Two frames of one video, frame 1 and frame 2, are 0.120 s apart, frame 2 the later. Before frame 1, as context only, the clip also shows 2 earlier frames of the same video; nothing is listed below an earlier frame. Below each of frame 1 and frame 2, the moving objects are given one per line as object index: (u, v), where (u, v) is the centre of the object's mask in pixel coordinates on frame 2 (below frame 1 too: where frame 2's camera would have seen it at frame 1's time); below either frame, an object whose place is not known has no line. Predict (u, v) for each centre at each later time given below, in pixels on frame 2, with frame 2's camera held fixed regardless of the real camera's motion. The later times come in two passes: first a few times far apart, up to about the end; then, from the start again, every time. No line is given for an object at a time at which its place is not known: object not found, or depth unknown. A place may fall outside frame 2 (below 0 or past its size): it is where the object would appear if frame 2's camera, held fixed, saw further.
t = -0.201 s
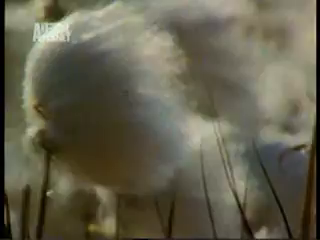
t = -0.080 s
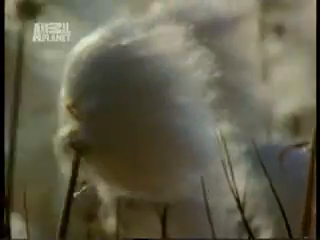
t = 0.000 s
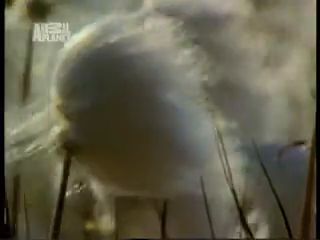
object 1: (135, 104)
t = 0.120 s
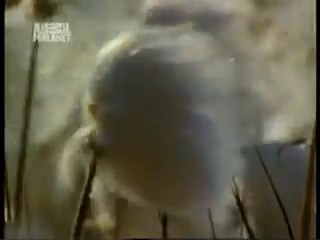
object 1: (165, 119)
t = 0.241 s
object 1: (116, 104)
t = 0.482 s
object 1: (132, 104)
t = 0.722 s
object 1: (126, 104)
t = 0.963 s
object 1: (131, 103)
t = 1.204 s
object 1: (135, 104)
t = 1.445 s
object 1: (129, 102)
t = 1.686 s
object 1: (133, 100)
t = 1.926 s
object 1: (125, 99)
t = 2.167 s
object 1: (127, 99)
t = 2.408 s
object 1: (131, 100)
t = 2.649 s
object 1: (133, 104)
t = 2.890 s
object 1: (150, 113)
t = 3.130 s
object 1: (143, 110)
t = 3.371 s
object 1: (140, 105)
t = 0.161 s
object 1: (149, 107)
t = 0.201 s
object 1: (124, 102)
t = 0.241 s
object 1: (116, 104)
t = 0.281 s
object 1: (132, 103)
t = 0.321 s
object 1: (149, 107)
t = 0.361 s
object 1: (141, 105)
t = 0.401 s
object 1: (130, 102)
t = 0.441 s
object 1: (124, 100)
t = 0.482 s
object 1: (132, 104)
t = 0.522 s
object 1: (143, 105)
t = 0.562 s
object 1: (145, 106)
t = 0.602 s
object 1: (137, 103)
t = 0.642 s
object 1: (127, 102)
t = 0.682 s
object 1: (123, 104)
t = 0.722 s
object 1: (126, 104)
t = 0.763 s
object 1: (130, 103)
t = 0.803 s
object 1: (131, 104)
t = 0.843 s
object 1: (127, 101)
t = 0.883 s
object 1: (123, 100)
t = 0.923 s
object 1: (126, 100)
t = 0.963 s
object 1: (131, 103)
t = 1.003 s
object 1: (134, 102)
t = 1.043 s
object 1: (132, 102)
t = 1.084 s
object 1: (124, 98)
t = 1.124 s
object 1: (119, 98)
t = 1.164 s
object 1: (126, 101)
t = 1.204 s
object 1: (135, 104)
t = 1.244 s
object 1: (135, 104)
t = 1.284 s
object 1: (134, 103)
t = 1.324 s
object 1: (131, 102)
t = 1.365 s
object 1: (131, 102)
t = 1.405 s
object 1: (130, 102)
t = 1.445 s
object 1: (129, 102)
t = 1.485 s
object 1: (130, 103)
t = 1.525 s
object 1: (133, 105)
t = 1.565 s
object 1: (136, 107)
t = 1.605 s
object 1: (135, 105)
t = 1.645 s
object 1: (133, 102)
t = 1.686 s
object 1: (133, 100)
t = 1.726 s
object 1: (134, 101)
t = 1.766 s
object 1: (135, 101)
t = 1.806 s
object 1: (136, 103)
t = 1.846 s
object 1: (132, 100)
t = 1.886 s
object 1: (127, 98)
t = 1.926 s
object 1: (125, 99)
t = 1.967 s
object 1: (126, 98)
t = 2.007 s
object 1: (133, 99)
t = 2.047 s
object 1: (135, 98)
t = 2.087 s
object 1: (132, 100)
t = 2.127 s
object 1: (128, 99)
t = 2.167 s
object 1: (127, 99)
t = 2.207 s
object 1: (131, 101)
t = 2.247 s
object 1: (135, 101)
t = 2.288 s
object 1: (135, 101)
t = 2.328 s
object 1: (131, 101)
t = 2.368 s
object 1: (130, 102)
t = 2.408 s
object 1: (131, 100)
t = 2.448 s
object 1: (130, 100)
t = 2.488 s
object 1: (131, 100)
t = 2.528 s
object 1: (130, 101)
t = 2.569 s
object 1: (127, 102)
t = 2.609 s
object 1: (126, 103)
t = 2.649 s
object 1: (133, 104)
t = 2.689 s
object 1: (139, 107)
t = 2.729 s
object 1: (136, 109)
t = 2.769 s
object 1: (127, 108)
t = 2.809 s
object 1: (125, 104)
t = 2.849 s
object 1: (141, 106)
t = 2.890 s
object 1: (150, 113)
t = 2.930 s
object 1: (142, 113)
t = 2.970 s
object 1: (132, 109)
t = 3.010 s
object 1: (128, 106)
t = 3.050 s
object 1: (137, 102)
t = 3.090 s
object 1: (144, 108)
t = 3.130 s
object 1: (143, 110)
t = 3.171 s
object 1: (132, 101)
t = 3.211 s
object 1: (121, 98)
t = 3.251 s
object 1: (134, 104)
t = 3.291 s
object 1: (165, 119)
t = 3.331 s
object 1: (162, 117)
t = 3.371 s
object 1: (140, 105)
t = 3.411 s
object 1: (129, 98)
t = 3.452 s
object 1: (148, 102)
